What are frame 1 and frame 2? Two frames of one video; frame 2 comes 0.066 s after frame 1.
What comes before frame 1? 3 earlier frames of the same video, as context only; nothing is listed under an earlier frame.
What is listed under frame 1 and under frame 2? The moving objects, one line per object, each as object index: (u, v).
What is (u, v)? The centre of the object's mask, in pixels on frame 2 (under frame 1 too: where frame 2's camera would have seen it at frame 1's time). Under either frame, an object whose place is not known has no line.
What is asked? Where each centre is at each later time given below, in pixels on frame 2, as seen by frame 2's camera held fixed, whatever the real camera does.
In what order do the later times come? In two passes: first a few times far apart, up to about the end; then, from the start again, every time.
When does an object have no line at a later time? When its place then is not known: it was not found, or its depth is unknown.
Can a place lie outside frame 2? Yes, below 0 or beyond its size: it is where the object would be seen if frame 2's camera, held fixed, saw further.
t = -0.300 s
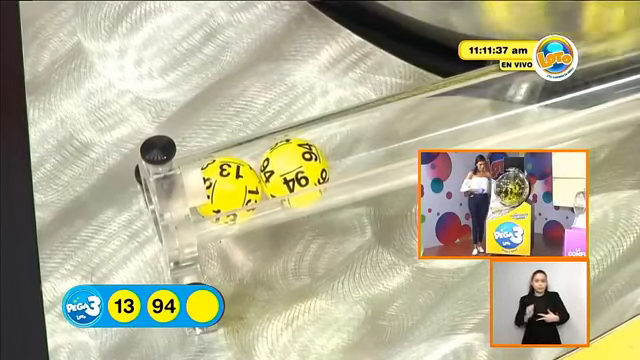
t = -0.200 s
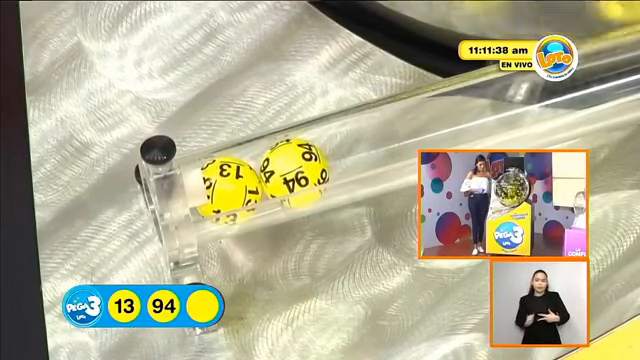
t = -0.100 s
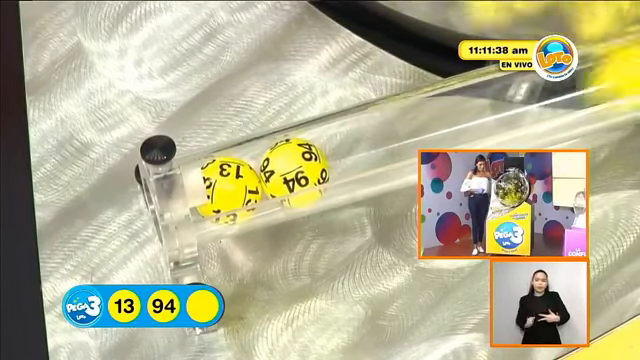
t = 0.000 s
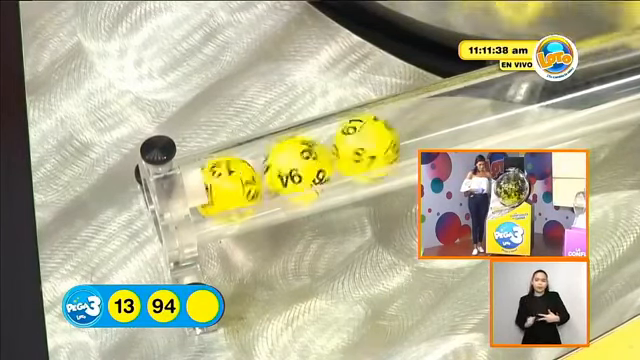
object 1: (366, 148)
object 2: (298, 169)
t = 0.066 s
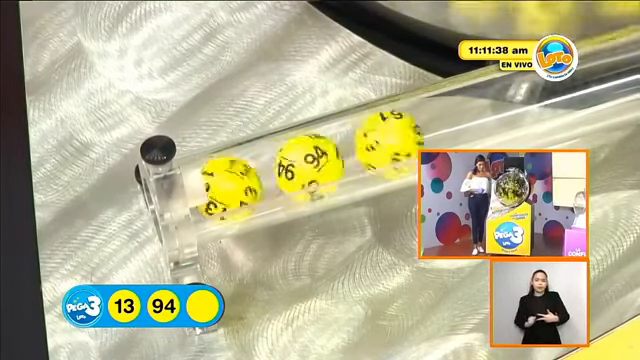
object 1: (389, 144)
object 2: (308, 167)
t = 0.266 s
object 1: (360, 153)
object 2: (293, 173)
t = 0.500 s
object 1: (361, 153)
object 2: (293, 173)
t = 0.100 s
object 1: (390, 144)
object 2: (308, 167)
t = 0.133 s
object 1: (385, 145)
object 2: (305, 168)
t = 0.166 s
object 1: (377, 149)
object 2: (300, 170)
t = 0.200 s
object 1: (366, 152)
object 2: (294, 172)
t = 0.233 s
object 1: (360, 153)
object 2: (293, 173)
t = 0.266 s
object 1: (360, 153)
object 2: (293, 173)
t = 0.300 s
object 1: (360, 153)
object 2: (293, 173)
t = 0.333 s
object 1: (361, 153)
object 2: (293, 173)
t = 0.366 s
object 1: (361, 153)
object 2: (293, 173)
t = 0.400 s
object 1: (361, 153)
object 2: (293, 173)
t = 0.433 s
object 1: (361, 153)
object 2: (293, 173)
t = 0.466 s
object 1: (361, 153)
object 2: (294, 173)
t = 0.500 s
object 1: (361, 153)
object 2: (293, 173)
